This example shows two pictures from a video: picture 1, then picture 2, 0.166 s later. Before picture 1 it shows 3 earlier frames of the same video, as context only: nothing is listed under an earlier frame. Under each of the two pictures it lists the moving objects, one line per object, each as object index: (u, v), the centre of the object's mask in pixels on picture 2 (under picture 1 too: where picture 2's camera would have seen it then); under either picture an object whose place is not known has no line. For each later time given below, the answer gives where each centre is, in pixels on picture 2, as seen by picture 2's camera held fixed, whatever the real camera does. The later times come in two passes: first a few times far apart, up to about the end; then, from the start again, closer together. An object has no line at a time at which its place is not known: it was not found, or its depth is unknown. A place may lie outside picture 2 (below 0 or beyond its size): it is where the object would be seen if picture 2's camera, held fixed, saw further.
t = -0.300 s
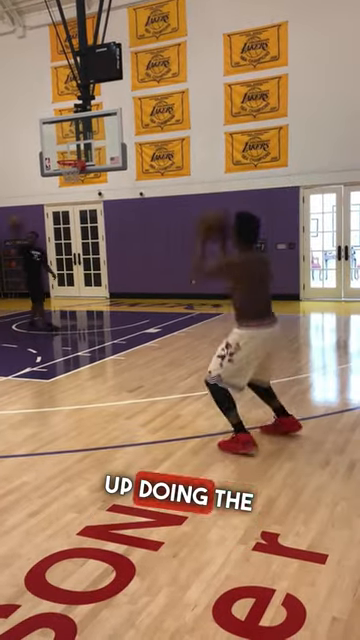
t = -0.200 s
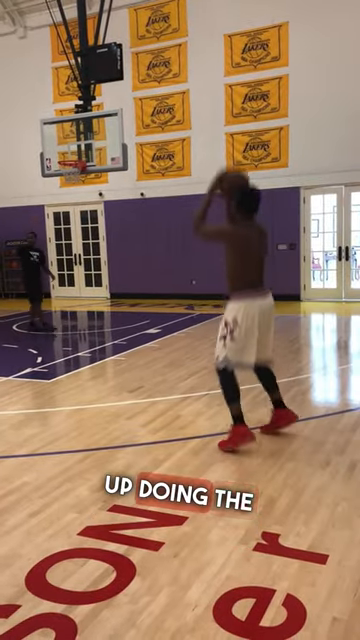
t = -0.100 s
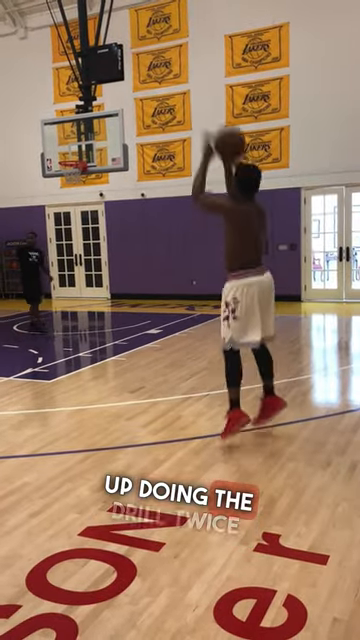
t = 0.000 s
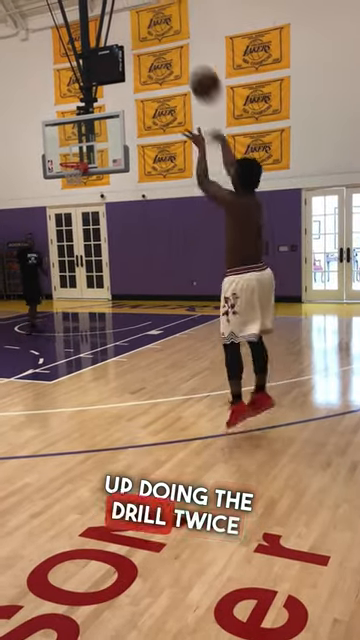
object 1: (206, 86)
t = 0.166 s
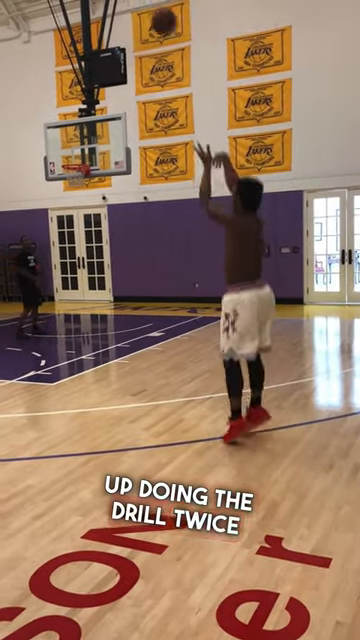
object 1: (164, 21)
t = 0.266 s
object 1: (145, 6)
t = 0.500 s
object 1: (112, 5)
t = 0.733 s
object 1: (94, 43)
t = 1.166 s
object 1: (71, 164)
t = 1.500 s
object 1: (76, 194)
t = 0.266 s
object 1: (145, 6)
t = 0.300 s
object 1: (138, 4)
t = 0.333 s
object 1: (133, 3)
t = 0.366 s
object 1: (129, 3)
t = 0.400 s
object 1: (125, 3)
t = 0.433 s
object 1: (120, 2)
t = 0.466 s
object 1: (116, 3)
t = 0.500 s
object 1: (112, 5)
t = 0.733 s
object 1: (94, 43)
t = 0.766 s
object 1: (89, 51)
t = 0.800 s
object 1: (89, 59)
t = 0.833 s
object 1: (85, 65)
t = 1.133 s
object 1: (71, 155)
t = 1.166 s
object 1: (71, 164)
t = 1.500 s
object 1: (76, 194)
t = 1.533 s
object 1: (76, 198)
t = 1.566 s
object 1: (77, 203)
